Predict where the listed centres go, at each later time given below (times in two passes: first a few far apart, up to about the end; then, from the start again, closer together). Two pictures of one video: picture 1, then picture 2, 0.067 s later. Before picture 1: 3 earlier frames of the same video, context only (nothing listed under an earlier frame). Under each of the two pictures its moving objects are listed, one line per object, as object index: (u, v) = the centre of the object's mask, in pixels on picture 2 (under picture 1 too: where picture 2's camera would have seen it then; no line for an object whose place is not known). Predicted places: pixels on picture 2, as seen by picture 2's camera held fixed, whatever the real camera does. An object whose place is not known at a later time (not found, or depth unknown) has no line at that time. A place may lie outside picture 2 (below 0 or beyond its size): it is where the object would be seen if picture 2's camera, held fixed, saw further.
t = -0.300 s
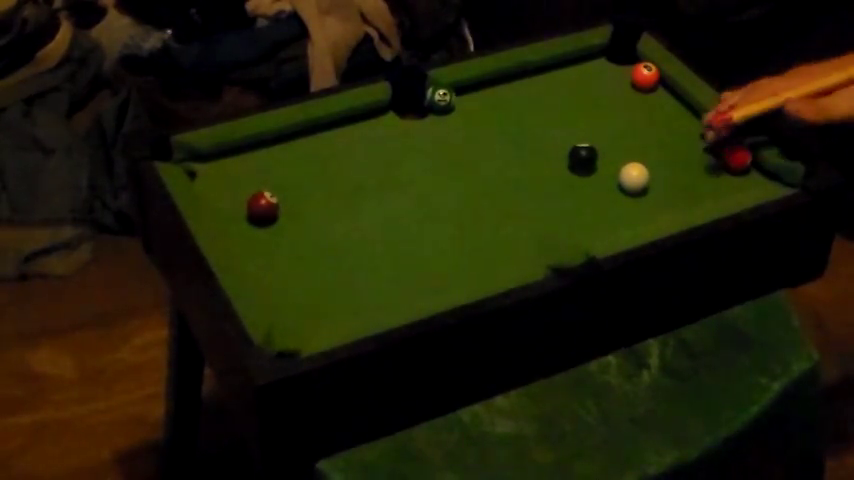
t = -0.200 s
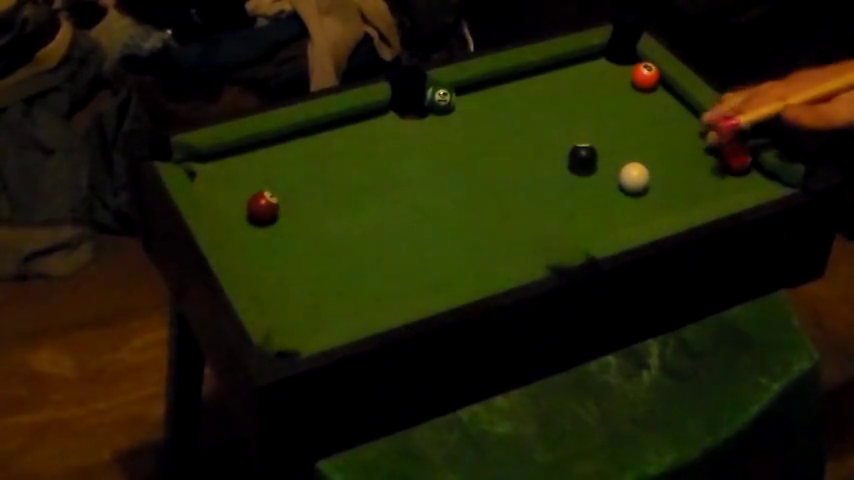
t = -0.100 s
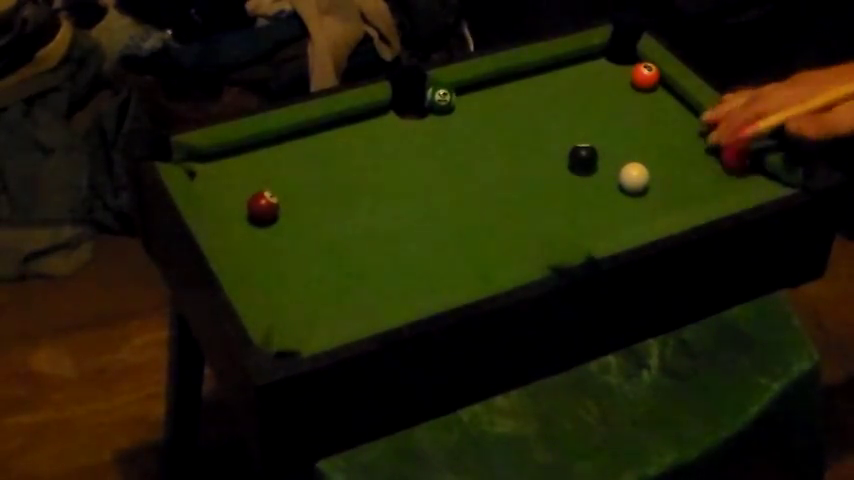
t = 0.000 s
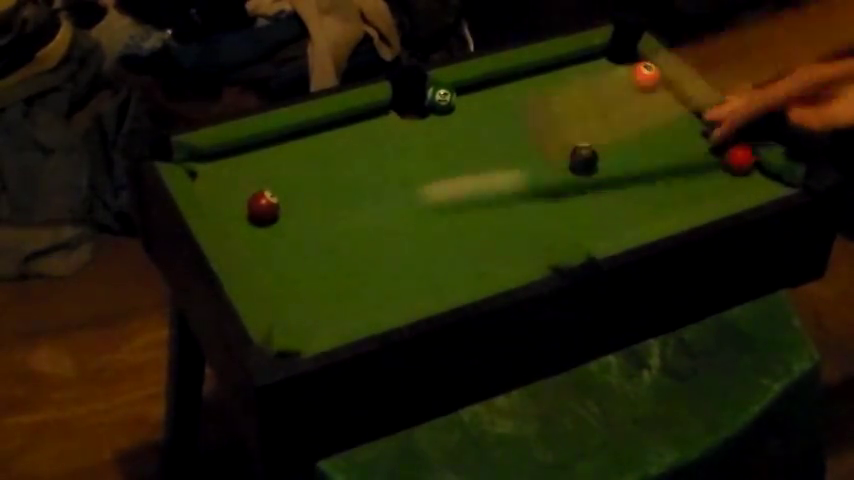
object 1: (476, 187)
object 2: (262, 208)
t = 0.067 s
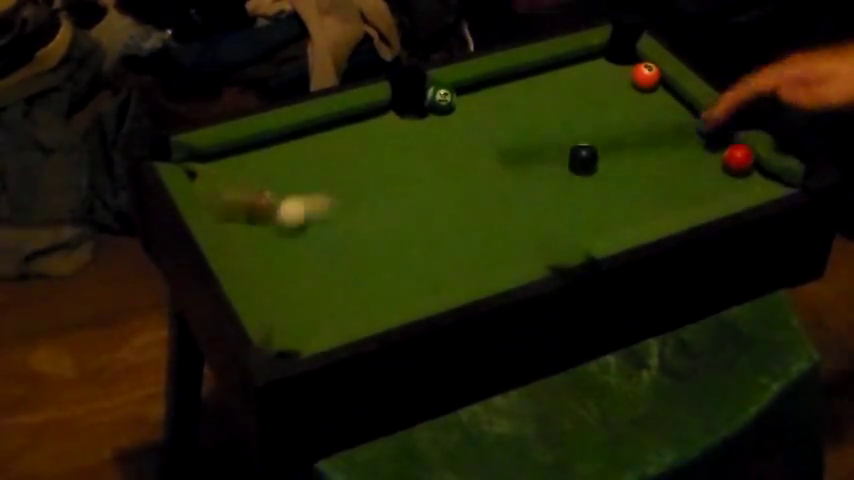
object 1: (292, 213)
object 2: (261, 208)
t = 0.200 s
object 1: (257, 263)
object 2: (265, 150)
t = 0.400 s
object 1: (310, 293)
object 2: (384, 143)
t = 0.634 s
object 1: (348, 311)
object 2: (511, 132)
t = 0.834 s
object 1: (348, 303)
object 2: (609, 122)
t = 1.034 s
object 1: (351, 301)
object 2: (681, 111)
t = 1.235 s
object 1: (352, 301)
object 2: (659, 127)
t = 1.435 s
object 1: (352, 301)
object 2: (643, 135)
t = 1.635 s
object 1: (352, 301)
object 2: (636, 136)
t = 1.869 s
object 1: (352, 301)
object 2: (638, 136)
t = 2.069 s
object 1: (352, 301)
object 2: (638, 135)
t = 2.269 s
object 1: (352, 301)
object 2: (638, 135)
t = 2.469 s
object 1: (352, 301)
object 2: (637, 135)
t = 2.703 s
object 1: (352, 301)
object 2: (638, 135)
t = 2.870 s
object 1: (352, 301)
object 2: (637, 135)
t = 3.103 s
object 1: (352, 301)
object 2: (637, 135)
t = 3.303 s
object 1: (352, 301)
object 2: (637, 135)
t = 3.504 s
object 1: (352, 301)
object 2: (638, 135)
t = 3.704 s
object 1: (353, 301)
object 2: (638, 135)
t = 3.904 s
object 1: (353, 301)
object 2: (638, 135)
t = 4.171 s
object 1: (353, 301)
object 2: (638, 135)
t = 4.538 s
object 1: (353, 301)
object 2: (637, 135)
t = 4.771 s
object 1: (353, 301)
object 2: (638, 135)
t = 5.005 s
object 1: (353, 301)
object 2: (638, 134)
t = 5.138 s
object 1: (353, 301)
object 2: (638, 135)
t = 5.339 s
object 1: (353, 301)
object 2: (637, 135)
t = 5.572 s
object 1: (353, 300)
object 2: (638, 135)
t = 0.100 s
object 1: (283, 226)
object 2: (218, 192)
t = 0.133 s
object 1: (274, 239)
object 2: (235, 177)
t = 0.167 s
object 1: (263, 251)
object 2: (252, 163)
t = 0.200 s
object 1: (257, 263)
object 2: (265, 150)
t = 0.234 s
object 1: (264, 269)
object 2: (284, 146)
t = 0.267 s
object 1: (274, 274)
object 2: (304, 146)
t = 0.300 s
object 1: (284, 279)
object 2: (325, 145)
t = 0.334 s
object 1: (294, 283)
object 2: (345, 144)
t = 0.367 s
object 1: (302, 288)
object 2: (365, 143)
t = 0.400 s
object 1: (310, 293)
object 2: (384, 143)
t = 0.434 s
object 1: (317, 297)
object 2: (402, 142)
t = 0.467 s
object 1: (325, 301)
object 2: (422, 142)
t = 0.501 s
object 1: (331, 305)
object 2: (440, 138)
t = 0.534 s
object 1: (337, 308)
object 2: (458, 137)
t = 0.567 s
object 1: (342, 311)
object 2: (477, 137)
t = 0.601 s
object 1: (347, 312)
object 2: (494, 135)
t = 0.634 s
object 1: (348, 311)
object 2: (511, 132)
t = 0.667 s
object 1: (348, 310)
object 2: (528, 132)
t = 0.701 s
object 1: (348, 309)
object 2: (545, 129)
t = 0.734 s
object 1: (349, 307)
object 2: (561, 127)
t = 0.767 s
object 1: (348, 306)
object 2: (577, 125)
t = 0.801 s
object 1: (349, 304)
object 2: (592, 123)
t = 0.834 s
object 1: (348, 303)
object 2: (609, 122)
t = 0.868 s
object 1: (349, 303)
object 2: (623, 119)
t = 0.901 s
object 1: (349, 302)
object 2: (637, 117)
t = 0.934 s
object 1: (350, 302)
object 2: (651, 114)
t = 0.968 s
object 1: (350, 301)
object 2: (664, 112)
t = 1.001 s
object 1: (351, 301)
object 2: (676, 111)
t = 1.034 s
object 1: (351, 301)
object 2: (681, 111)
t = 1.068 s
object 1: (351, 301)
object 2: (677, 114)
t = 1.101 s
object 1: (351, 301)
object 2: (673, 118)
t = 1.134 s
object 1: (352, 301)
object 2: (670, 120)
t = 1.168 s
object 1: (352, 301)
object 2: (666, 122)
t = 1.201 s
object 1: (352, 301)
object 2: (662, 126)
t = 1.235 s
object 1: (352, 301)
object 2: (659, 127)
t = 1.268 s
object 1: (352, 301)
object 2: (656, 129)
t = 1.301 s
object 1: (352, 301)
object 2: (654, 130)
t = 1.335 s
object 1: (352, 301)
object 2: (650, 135)
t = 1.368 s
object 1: (352, 301)
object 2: (648, 133)
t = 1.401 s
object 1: (352, 301)
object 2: (646, 135)
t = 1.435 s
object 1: (352, 301)
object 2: (643, 135)
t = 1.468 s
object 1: (352, 301)
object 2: (641, 136)
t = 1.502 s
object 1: (352, 301)
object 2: (640, 136)
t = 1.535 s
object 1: (352, 301)
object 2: (638, 137)
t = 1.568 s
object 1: (352, 301)
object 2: (637, 137)
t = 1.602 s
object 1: (352, 301)
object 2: (636, 136)
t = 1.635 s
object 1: (352, 301)
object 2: (636, 136)
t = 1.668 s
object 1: (352, 301)
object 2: (636, 136)
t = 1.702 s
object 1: (352, 301)
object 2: (636, 136)
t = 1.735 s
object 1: (352, 301)
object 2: (637, 136)
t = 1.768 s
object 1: (352, 301)
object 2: (637, 136)
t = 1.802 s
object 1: (352, 301)
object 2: (637, 136)
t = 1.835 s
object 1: (352, 301)
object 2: (637, 136)
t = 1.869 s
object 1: (352, 301)
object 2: (638, 136)
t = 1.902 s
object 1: (352, 301)
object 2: (638, 136)
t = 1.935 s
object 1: (352, 301)
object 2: (638, 136)
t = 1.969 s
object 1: (352, 301)
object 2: (638, 136)
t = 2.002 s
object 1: (352, 301)
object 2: (638, 136)
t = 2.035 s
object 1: (352, 301)
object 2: (638, 135)
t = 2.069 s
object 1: (352, 301)
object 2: (638, 135)
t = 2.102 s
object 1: (352, 301)
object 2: (638, 135)
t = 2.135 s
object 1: (352, 301)
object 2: (638, 135)
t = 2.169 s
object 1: (352, 301)
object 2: (638, 135)
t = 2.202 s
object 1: (352, 301)
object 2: (638, 135)
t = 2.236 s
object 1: (352, 301)
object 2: (638, 135)
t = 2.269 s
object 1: (352, 301)
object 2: (638, 135)
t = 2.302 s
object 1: (352, 301)
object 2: (637, 135)
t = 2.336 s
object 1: (352, 301)
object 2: (638, 136)
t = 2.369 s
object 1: (352, 301)
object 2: (637, 136)
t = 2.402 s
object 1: (352, 301)
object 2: (637, 135)
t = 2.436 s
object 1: (352, 301)
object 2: (637, 135)
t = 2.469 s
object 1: (352, 301)
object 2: (637, 135)
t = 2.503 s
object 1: (352, 301)
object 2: (637, 135)
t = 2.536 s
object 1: (352, 301)
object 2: (637, 136)
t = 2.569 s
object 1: (352, 301)
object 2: (637, 135)
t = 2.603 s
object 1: (352, 301)
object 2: (637, 135)
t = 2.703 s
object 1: (352, 301)
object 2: (638, 135)
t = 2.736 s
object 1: (352, 301)
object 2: (637, 135)
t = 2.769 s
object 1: (352, 301)
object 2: (637, 135)
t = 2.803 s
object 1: (352, 301)
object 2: (637, 136)
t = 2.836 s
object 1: (352, 301)
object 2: (637, 135)
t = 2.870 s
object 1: (352, 301)
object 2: (637, 135)
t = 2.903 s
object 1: (352, 301)
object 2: (637, 136)
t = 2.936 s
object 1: (352, 301)
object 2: (637, 135)
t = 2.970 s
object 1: (352, 301)
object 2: (637, 135)
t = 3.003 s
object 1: (352, 301)
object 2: (637, 135)
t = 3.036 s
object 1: (352, 301)
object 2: (637, 136)
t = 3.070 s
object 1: (352, 301)
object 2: (637, 136)
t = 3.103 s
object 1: (352, 301)
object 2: (637, 135)
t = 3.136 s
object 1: (352, 301)
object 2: (637, 135)
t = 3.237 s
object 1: (352, 301)
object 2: (637, 136)
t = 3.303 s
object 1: (352, 301)
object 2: (637, 135)
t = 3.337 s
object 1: (352, 301)
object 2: (637, 136)
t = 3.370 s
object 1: (352, 301)
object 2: (637, 135)
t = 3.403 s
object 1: (352, 301)
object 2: (637, 135)
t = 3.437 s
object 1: (352, 301)
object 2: (637, 135)
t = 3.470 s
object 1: (352, 301)
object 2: (637, 135)
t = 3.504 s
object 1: (352, 301)
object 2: (638, 135)
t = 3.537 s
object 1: (352, 301)
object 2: (637, 135)
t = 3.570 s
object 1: (352, 301)
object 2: (638, 135)
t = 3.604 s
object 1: (352, 301)
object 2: (638, 135)
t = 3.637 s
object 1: (352, 301)
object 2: (638, 134)
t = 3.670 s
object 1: (353, 301)
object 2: (638, 135)
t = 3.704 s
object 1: (353, 301)
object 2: (638, 135)
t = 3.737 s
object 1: (353, 301)
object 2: (638, 135)
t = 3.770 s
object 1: (353, 301)
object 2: (638, 135)
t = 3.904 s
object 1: (353, 301)
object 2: (638, 135)
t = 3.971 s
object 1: (353, 301)
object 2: (638, 135)
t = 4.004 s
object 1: (353, 301)
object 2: (638, 135)
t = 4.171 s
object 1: (353, 301)
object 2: (638, 135)
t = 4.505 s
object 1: (353, 301)
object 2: (637, 134)
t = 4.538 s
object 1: (353, 301)
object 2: (637, 135)
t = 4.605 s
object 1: (353, 301)
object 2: (637, 135)
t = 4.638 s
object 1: (353, 301)
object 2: (637, 135)
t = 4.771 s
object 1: (353, 301)
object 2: (638, 135)
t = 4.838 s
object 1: (353, 301)
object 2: (637, 135)
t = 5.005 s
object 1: (353, 301)
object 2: (638, 134)
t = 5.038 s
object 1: (353, 301)
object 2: (638, 135)
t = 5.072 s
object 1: (353, 301)
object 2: (638, 135)
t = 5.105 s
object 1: (353, 301)
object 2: (638, 135)
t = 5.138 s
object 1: (353, 301)
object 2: (638, 135)
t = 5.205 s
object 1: (353, 301)
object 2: (637, 135)
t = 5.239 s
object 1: (353, 301)
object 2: (638, 135)
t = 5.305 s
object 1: (353, 301)
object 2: (637, 135)
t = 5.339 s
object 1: (353, 301)
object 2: (637, 135)
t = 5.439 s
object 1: (353, 300)
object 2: (638, 135)
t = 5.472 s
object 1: (353, 300)
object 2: (638, 135)
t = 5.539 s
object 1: (353, 300)
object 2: (638, 134)
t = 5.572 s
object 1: (353, 300)
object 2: (638, 135)
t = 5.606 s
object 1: (353, 300)
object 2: (638, 134)
